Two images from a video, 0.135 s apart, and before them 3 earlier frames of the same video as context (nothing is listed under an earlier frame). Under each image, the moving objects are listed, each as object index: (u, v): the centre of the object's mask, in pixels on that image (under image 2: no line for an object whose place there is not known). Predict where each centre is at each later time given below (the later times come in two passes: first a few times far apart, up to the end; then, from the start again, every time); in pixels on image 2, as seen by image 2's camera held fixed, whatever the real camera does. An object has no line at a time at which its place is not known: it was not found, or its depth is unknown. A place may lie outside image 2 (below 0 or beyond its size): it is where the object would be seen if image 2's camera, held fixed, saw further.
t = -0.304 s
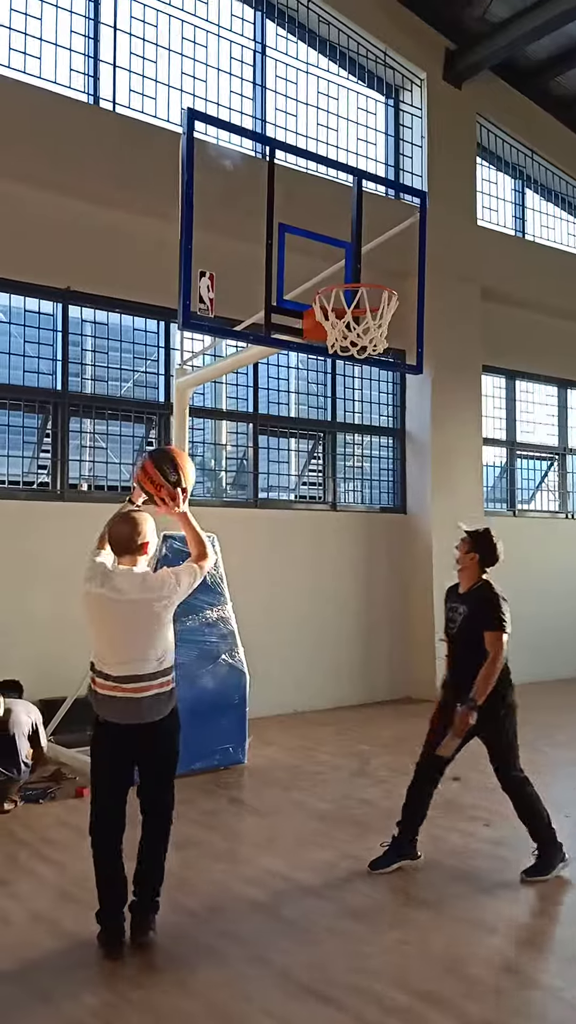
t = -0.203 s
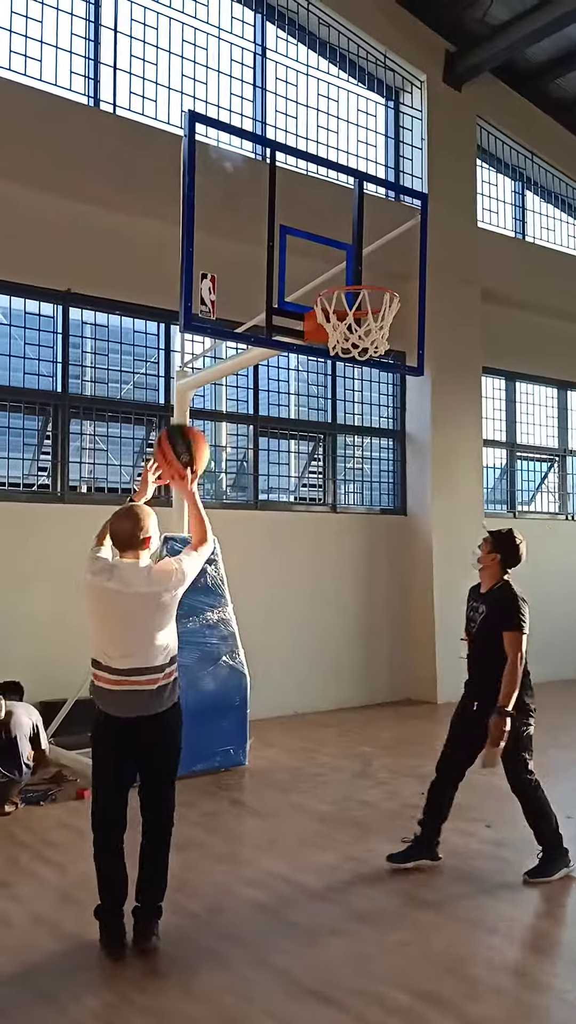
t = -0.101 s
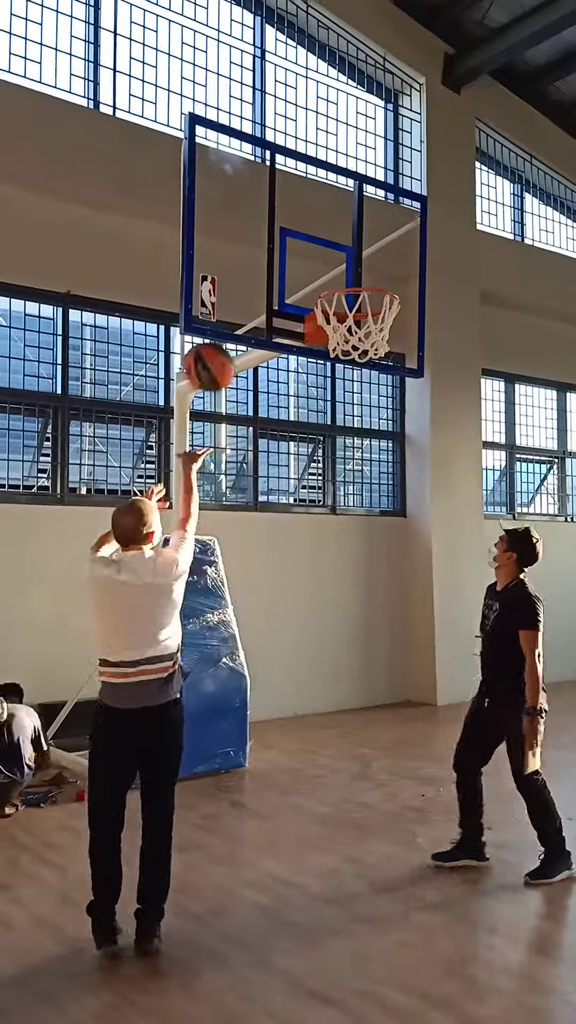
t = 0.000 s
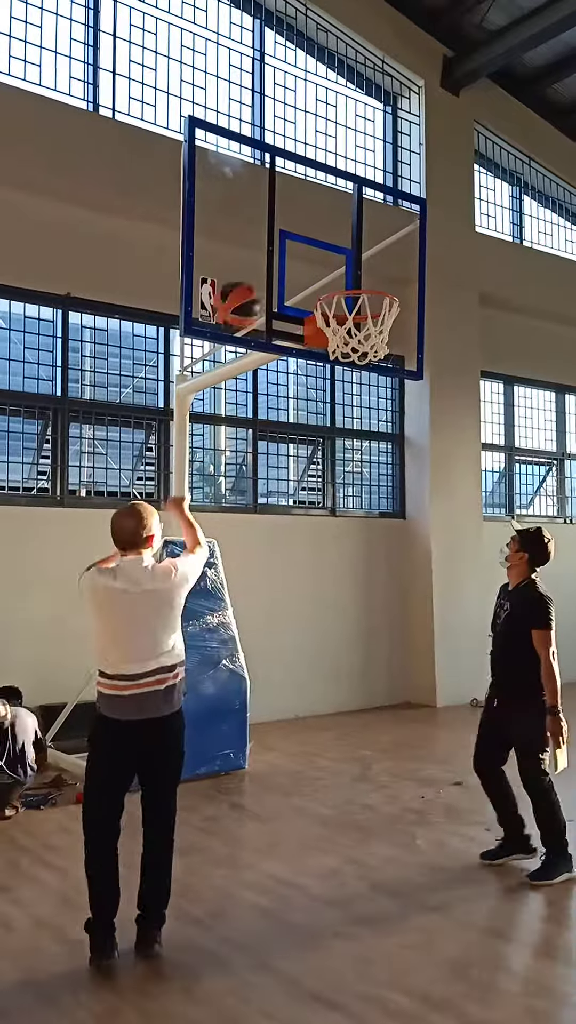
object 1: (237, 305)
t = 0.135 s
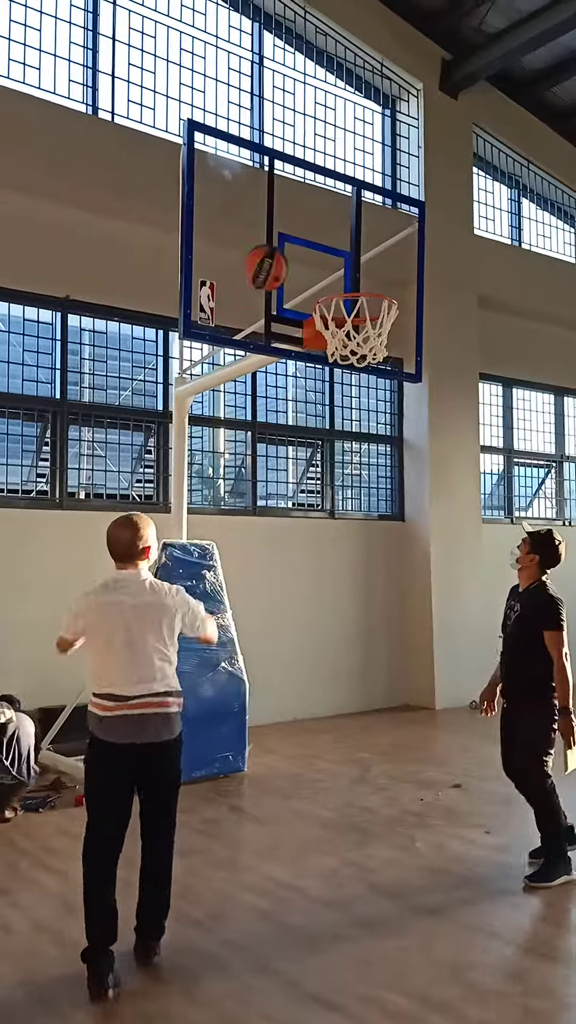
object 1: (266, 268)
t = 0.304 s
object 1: (298, 266)
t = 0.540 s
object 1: (366, 316)
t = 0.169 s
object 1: (272, 264)
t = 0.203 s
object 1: (279, 261)
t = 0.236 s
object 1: (286, 261)
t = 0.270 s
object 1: (291, 262)
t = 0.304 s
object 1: (298, 266)
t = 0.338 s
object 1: (306, 269)
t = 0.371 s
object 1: (319, 273)
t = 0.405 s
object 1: (330, 278)
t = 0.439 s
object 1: (341, 282)
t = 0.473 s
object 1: (355, 285)
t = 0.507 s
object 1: (370, 306)
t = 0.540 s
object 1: (366, 316)
